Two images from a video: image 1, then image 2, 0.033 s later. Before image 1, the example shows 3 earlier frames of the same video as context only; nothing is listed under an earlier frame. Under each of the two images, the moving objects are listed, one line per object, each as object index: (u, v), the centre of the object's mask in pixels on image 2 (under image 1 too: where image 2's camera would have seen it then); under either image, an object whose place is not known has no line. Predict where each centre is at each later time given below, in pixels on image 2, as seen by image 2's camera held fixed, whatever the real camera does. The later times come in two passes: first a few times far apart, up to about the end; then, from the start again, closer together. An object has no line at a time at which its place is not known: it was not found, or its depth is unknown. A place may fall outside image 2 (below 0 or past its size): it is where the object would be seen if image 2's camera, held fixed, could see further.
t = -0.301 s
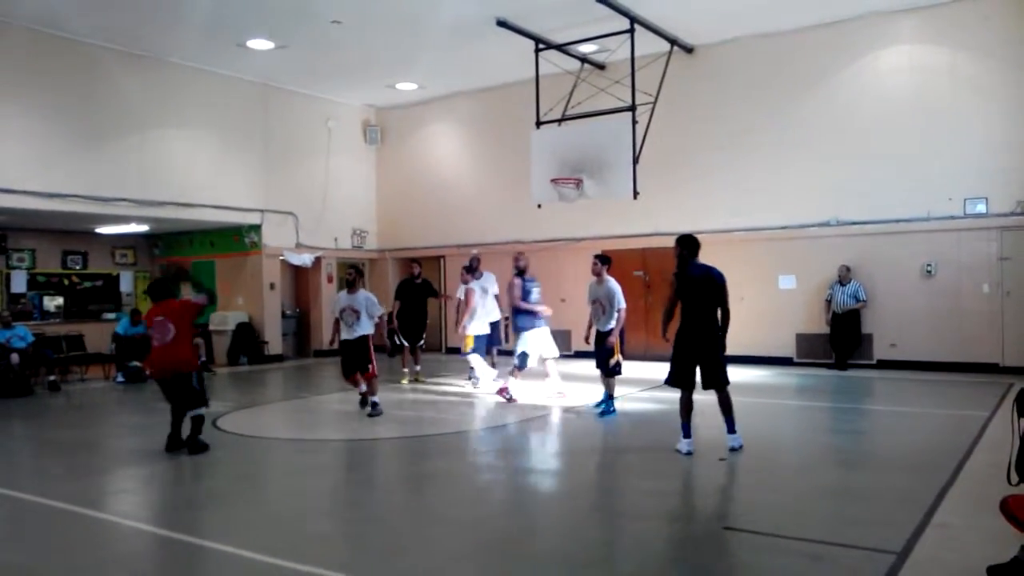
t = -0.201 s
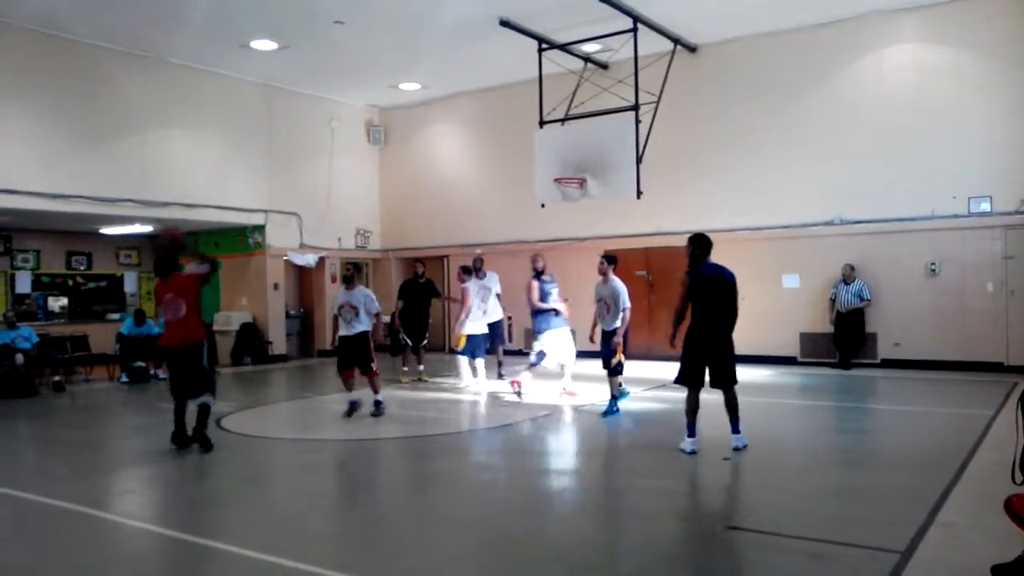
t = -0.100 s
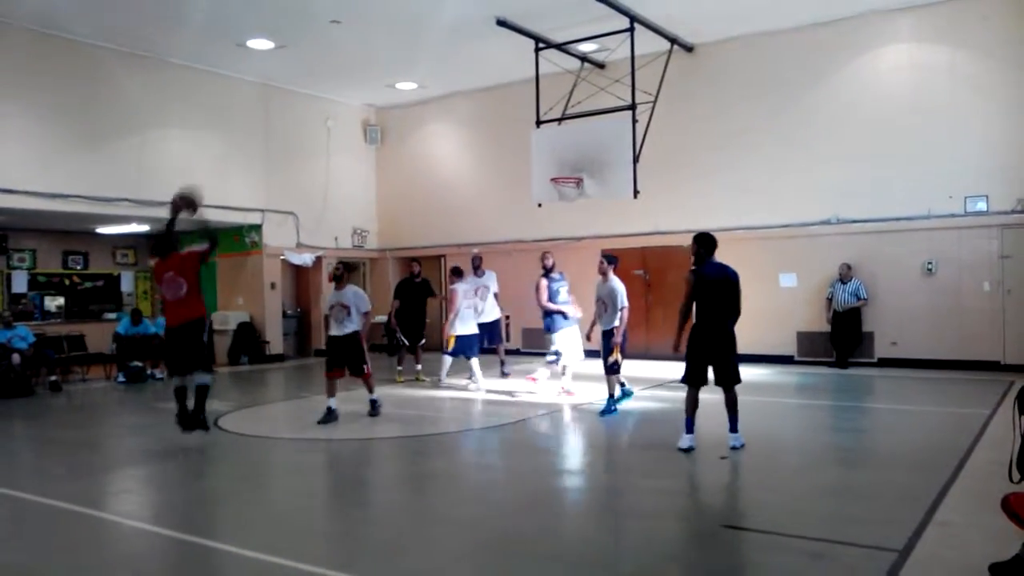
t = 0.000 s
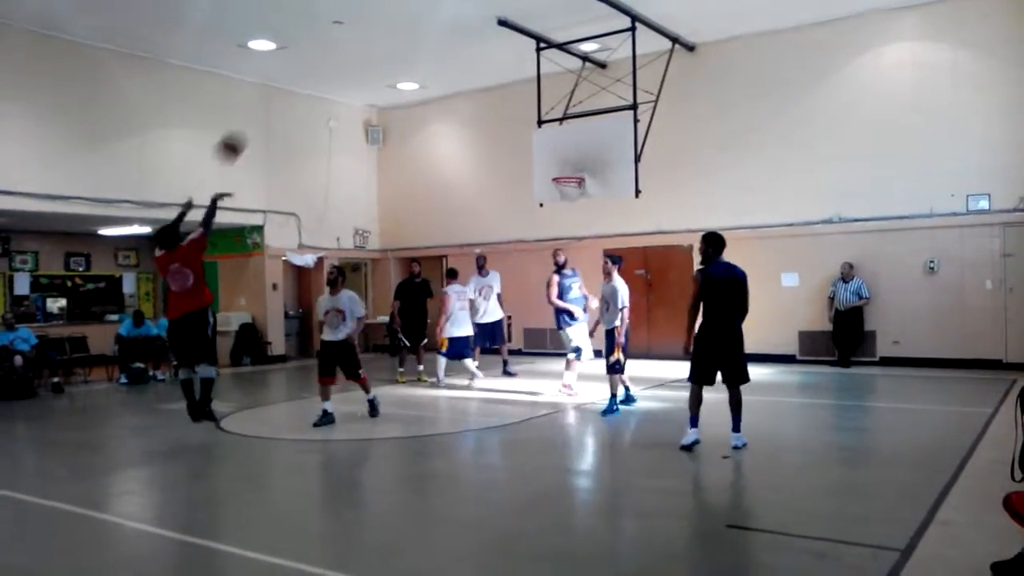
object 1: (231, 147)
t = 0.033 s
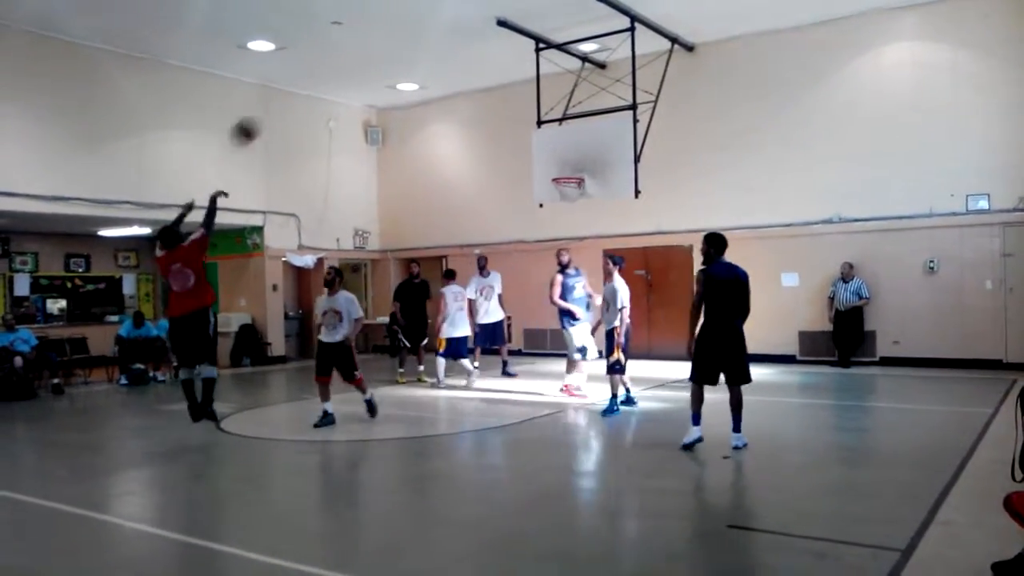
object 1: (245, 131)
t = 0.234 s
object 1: (326, 64)
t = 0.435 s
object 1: (393, 40)
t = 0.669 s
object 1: (458, 55)
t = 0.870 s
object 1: (506, 95)
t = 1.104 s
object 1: (553, 167)
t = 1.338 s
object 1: (519, 208)
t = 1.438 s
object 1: (498, 237)
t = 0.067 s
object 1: (259, 117)
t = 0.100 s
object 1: (273, 103)
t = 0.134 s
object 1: (288, 91)
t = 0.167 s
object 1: (300, 81)
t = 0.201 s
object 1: (314, 71)
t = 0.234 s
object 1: (326, 64)
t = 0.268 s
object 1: (338, 58)
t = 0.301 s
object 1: (349, 51)
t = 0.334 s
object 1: (360, 47)
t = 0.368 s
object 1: (372, 44)
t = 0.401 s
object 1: (383, 41)
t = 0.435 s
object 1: (393, 40)
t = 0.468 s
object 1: (403, 39)
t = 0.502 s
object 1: (412, 40)
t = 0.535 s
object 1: (422, 41)
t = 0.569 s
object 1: (432, 44)
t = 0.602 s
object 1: (442, 47)
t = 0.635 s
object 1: (450, 50)
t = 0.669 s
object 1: (458, 55)
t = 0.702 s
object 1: (466, 59)
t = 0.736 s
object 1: (474, 66)
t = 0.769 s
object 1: (483, 72)
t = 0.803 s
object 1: (490, 80)
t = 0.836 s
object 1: (498, 87)
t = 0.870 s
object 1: (506, 95)
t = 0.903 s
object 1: (513, 104)
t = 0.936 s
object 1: (521, 113)
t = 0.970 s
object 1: (527, 122)
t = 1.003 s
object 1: (533, 132)
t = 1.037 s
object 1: (541, 144)
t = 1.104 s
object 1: (553, 167)
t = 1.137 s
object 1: (555, 176)
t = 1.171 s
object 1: (550, 180)
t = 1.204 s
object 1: (544, 184)
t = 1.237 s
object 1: (537, 189)
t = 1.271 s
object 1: (531, 195)
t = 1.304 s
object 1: (525, 200)
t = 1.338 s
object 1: (519, 208)
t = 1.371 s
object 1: (512, 216)
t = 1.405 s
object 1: (505, 226)
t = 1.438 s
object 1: (498, 237)
